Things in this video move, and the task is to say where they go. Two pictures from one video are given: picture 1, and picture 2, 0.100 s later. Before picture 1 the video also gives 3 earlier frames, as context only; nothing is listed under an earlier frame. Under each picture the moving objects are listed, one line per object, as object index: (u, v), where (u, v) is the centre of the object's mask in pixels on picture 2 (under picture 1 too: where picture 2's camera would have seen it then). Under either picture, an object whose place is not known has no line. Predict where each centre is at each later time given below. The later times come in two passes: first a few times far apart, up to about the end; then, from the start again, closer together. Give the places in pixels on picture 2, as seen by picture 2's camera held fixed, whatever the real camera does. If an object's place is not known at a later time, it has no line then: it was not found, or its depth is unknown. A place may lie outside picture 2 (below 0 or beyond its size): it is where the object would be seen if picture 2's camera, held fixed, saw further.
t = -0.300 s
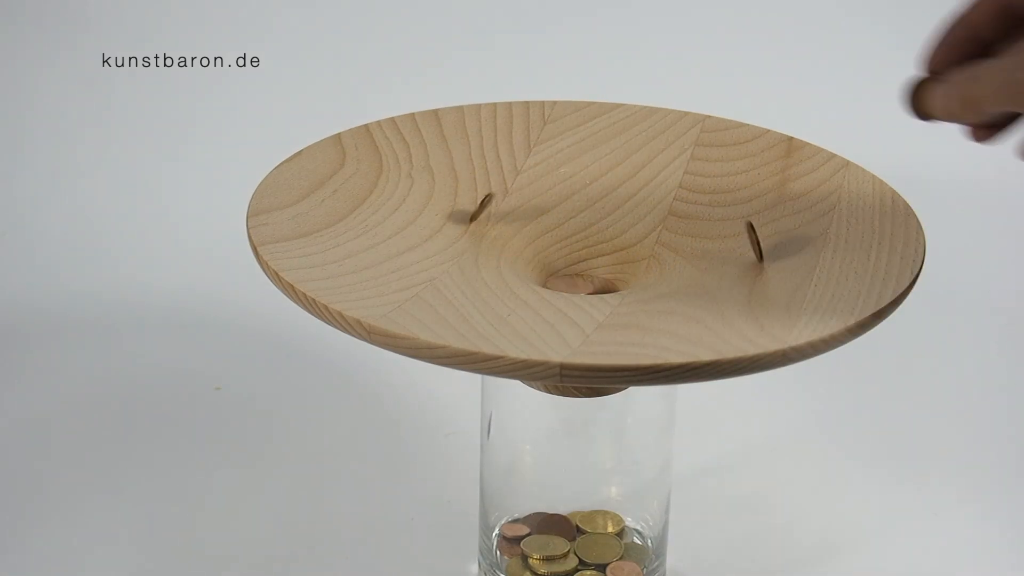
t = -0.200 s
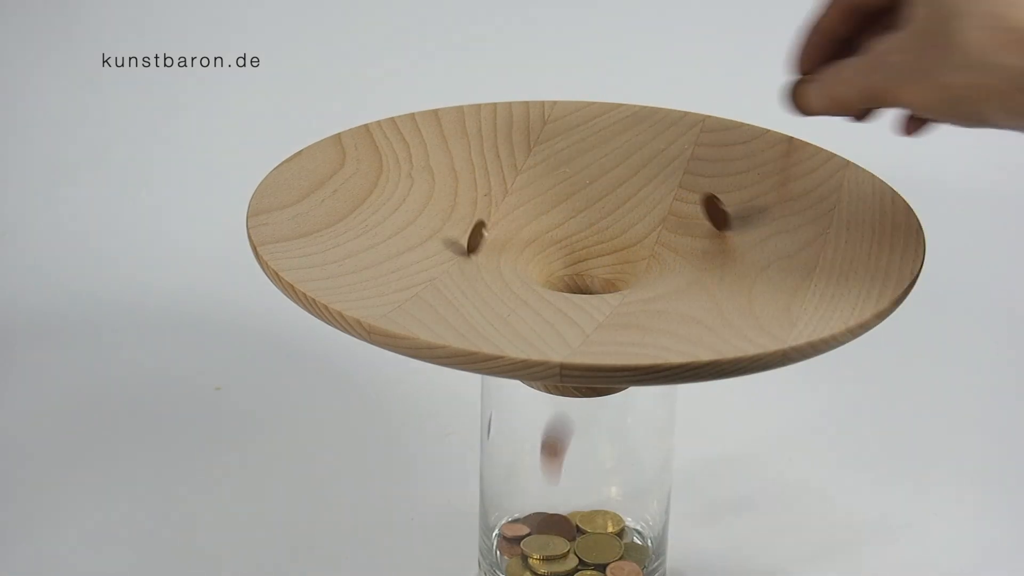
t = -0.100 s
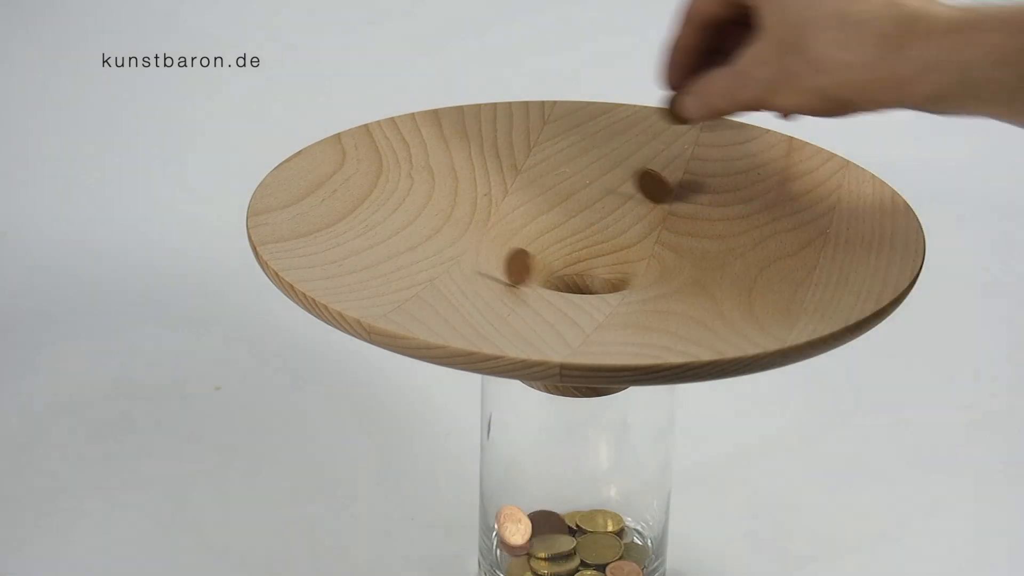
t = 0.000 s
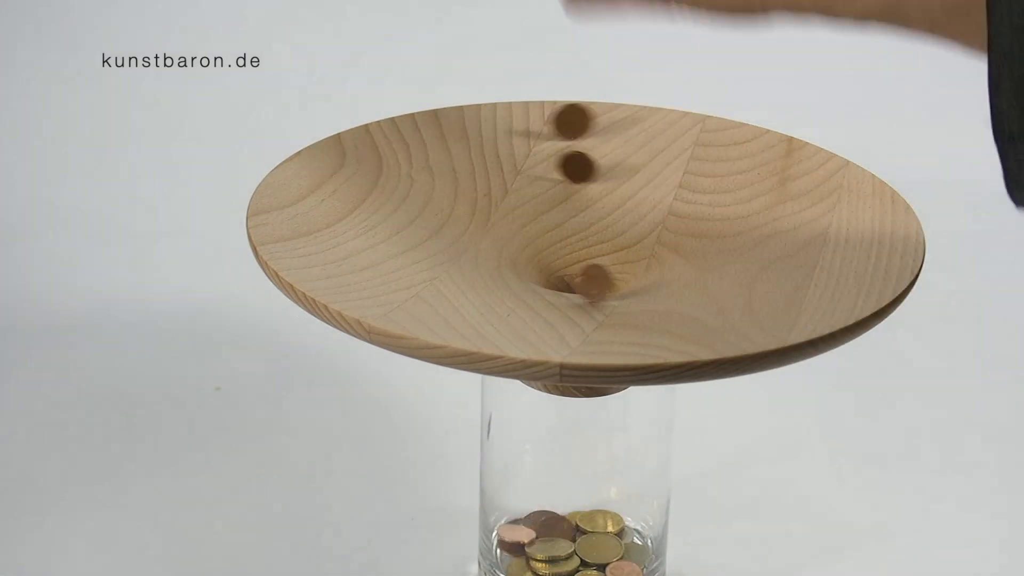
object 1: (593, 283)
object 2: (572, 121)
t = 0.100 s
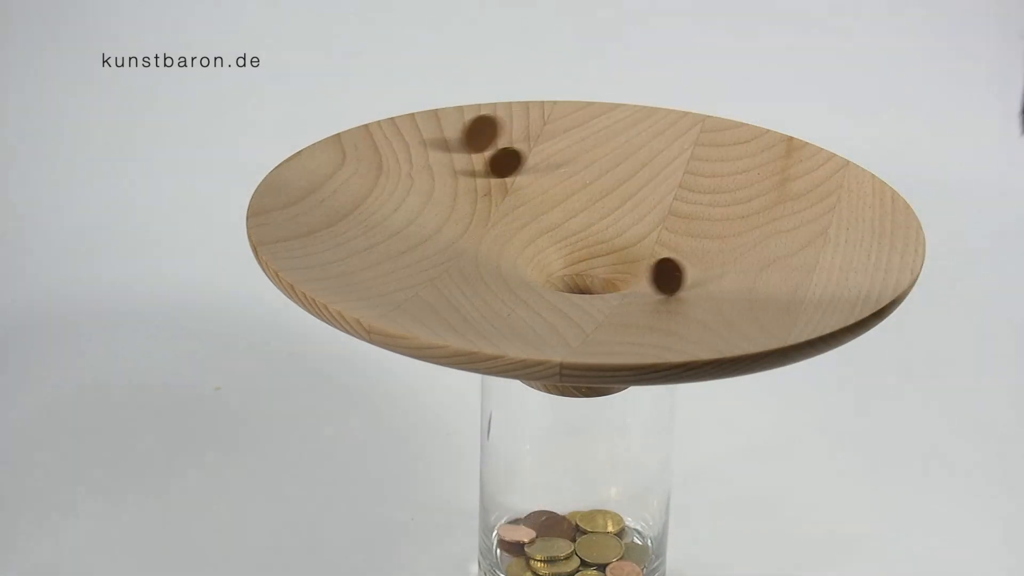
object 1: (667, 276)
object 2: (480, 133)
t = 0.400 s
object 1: (619, 218)
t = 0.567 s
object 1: (503, 217)
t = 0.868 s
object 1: (586, 277)
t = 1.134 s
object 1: (662, 223)
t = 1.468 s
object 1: (543, 268)
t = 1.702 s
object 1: (619, 254)
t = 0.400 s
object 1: (619, 218)
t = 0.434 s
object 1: (594, 215)
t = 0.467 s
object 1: (569, 213)
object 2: (321, 234)
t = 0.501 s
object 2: (331, 245)
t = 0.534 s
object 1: (523, 214)
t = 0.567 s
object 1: (503, 217)
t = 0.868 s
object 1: (586, 277)
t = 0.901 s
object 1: (614, 275)
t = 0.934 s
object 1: (637, 270)
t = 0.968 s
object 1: (655, 264)
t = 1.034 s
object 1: (678, 247)
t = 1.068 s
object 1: (680, 239)
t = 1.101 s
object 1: (674, 230)
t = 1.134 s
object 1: (662, 223)
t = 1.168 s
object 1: (646, 219)
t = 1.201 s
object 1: (625, 218)
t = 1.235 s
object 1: (603, 219)
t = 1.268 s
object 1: (579, 222)
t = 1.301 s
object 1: (556, 229)
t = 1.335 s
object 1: (537, 237)
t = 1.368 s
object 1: (526, 245)
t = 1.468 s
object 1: (543, 268)
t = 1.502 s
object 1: (561, 273)
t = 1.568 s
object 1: (604, 277)
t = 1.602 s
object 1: (621, 274)
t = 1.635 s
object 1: (633, 263)
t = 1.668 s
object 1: (635, 259)
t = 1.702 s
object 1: (619, 254)
